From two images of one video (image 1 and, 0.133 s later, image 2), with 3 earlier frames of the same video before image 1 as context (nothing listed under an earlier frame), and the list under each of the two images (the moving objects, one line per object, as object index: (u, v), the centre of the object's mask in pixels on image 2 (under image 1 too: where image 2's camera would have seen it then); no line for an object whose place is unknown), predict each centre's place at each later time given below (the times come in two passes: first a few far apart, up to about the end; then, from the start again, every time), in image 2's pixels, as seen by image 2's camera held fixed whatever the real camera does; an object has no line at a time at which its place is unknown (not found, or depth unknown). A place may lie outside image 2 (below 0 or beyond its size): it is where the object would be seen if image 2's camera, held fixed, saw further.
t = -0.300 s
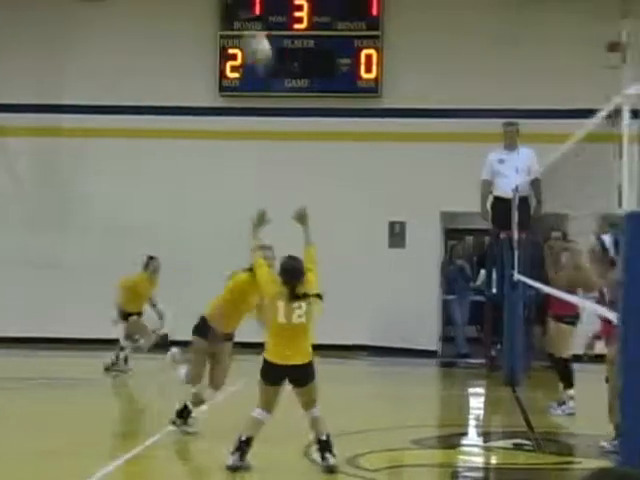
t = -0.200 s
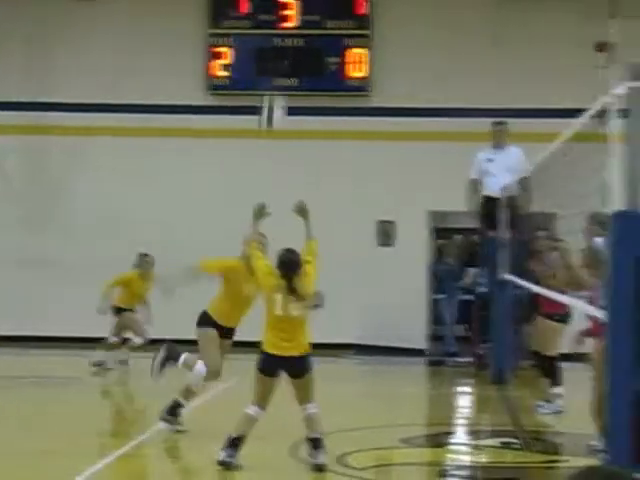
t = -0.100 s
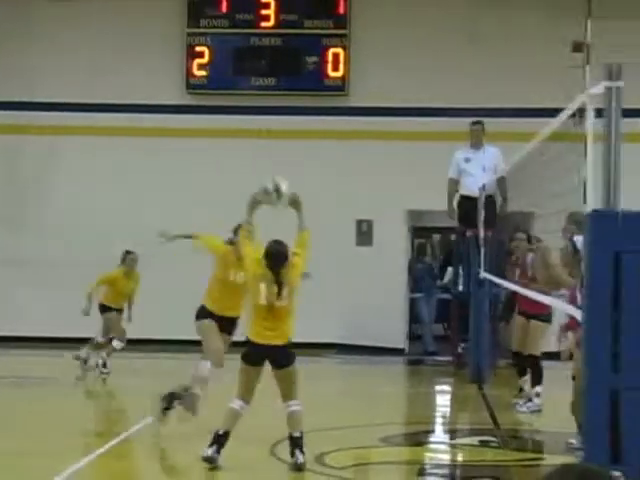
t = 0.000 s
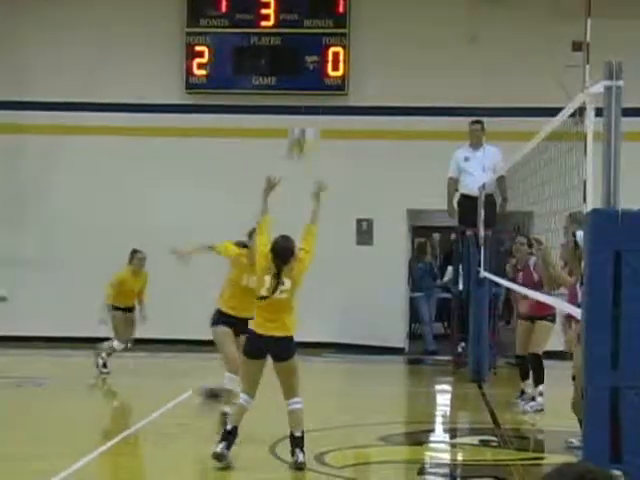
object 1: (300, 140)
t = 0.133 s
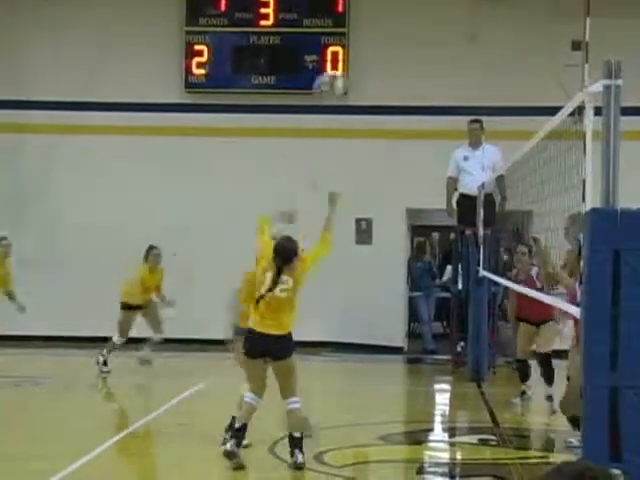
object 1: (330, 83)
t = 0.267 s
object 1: (360, 50)
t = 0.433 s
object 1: (394, 48)
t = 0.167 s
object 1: (335, 75)
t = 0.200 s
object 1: (347, 64)
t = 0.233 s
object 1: (355, 57)
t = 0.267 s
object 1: (360, 50)
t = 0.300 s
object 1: (366, 47)
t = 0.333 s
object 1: (372, 46)
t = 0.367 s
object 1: (381, 45)
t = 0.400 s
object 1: (383, 46)
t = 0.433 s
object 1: (394, 48)
